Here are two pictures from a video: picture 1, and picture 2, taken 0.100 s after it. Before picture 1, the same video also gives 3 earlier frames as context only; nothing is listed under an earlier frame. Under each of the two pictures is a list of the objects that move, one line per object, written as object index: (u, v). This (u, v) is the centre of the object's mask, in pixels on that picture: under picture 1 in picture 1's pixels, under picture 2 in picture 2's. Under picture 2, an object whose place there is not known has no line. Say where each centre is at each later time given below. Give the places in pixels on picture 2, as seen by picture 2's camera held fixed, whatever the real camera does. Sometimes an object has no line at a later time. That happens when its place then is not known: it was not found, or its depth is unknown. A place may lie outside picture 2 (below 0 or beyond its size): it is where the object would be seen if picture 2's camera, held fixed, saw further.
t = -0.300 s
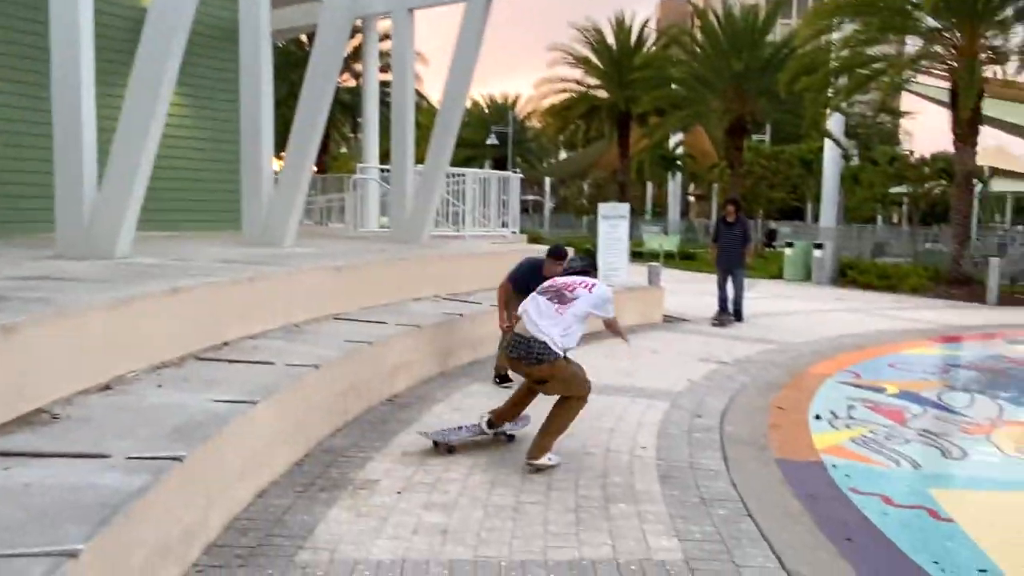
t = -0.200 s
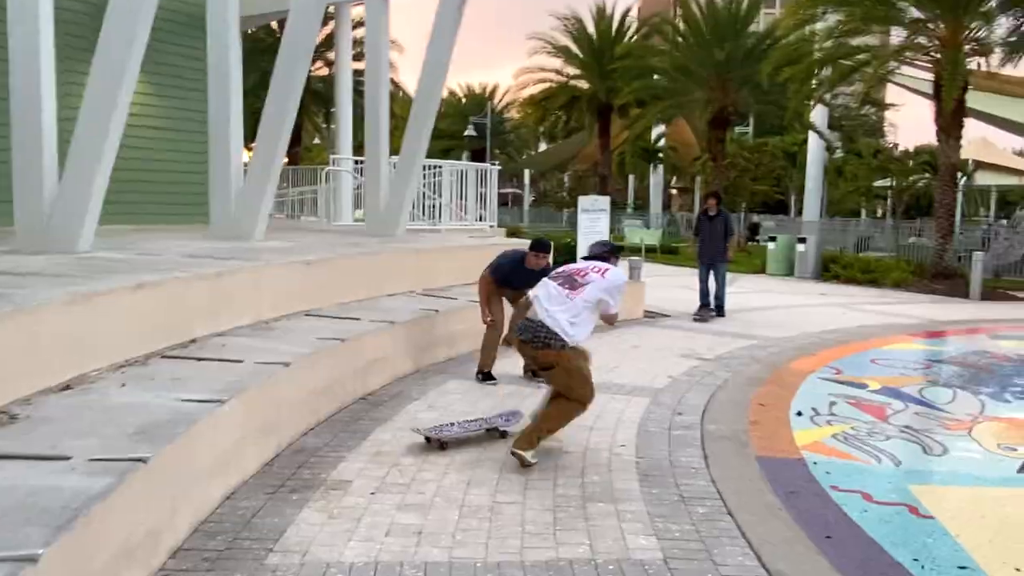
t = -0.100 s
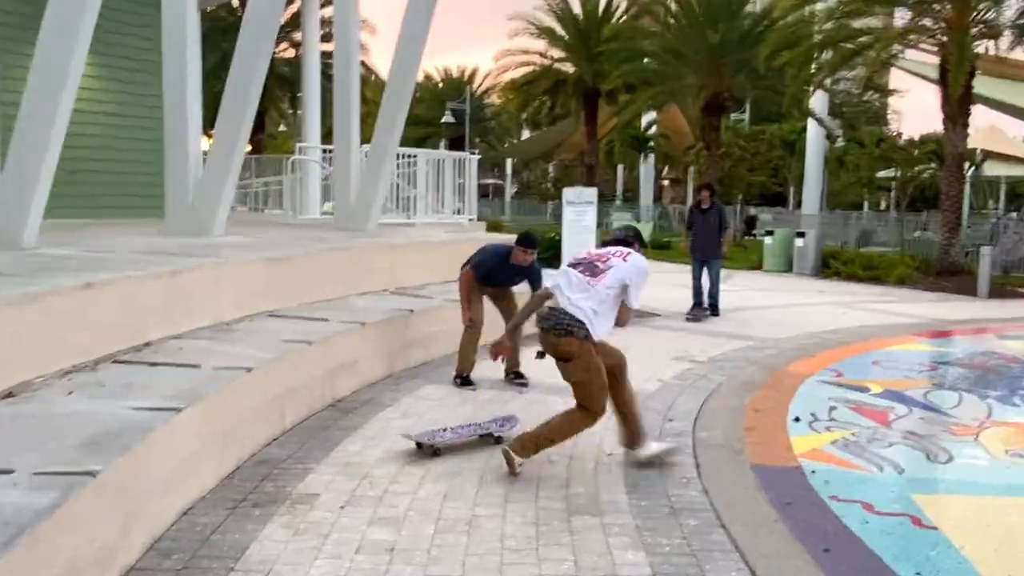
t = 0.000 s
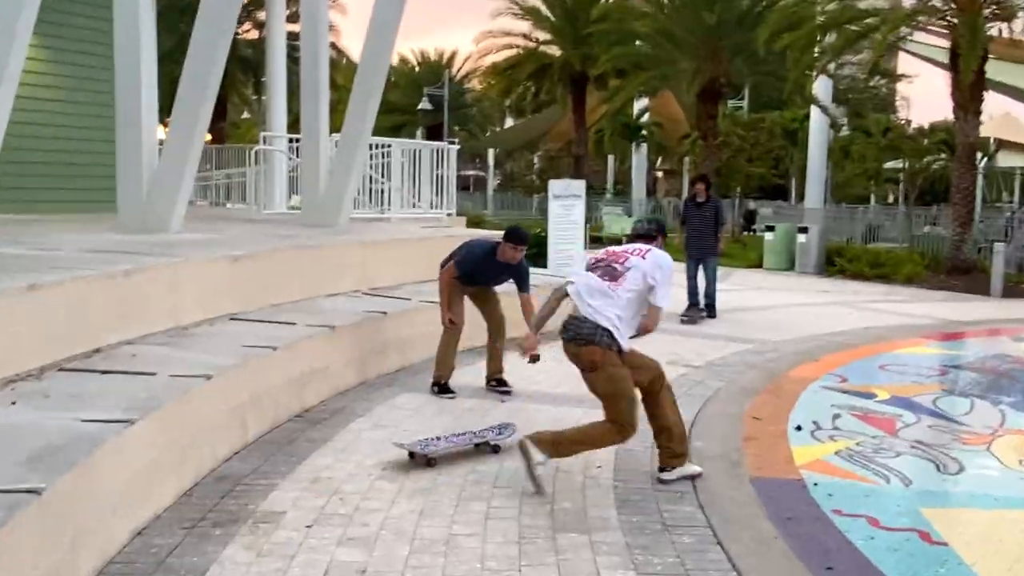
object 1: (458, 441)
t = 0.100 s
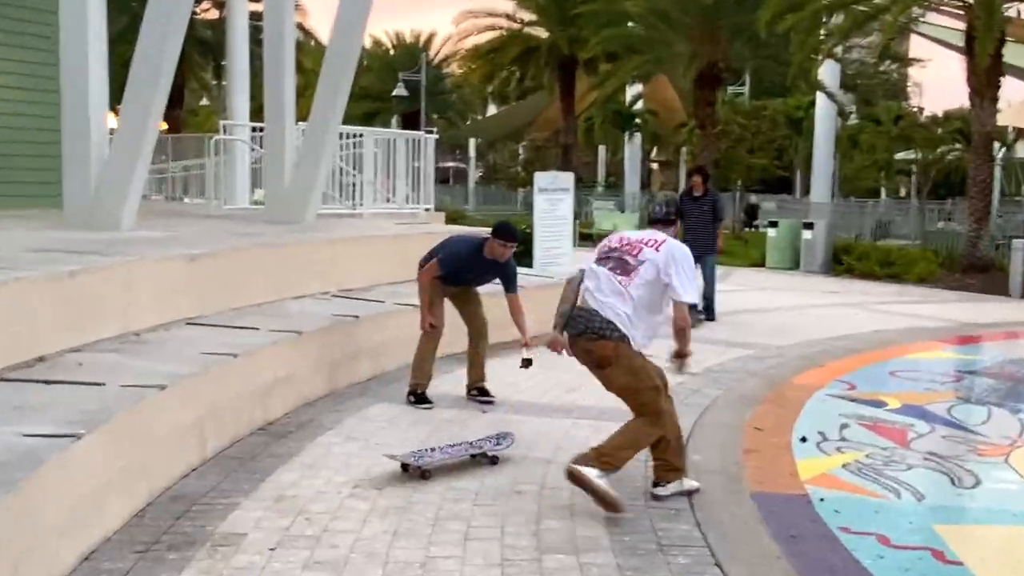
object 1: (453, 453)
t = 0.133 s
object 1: (459, 452)
